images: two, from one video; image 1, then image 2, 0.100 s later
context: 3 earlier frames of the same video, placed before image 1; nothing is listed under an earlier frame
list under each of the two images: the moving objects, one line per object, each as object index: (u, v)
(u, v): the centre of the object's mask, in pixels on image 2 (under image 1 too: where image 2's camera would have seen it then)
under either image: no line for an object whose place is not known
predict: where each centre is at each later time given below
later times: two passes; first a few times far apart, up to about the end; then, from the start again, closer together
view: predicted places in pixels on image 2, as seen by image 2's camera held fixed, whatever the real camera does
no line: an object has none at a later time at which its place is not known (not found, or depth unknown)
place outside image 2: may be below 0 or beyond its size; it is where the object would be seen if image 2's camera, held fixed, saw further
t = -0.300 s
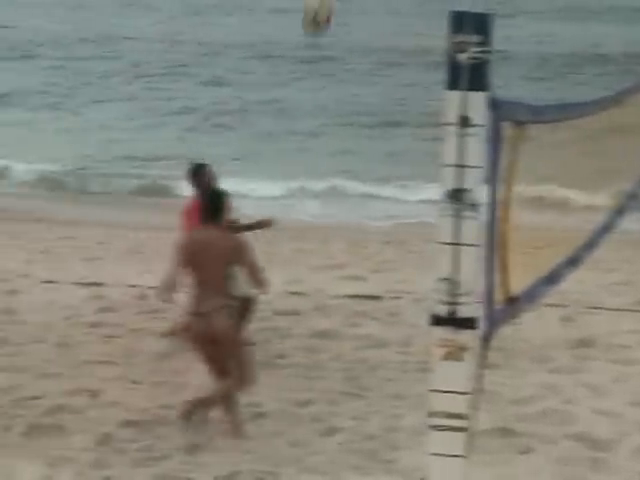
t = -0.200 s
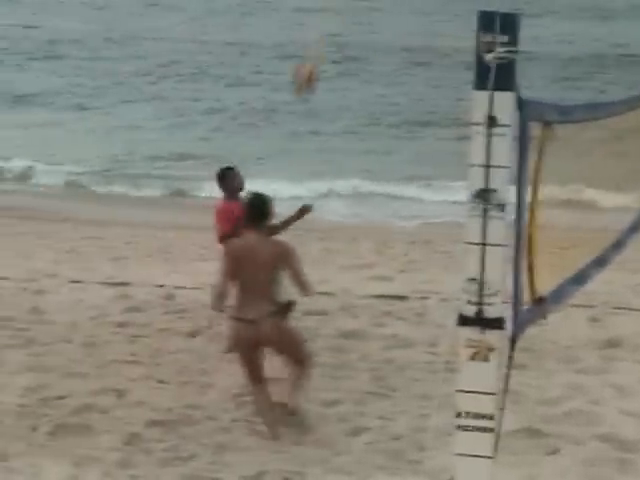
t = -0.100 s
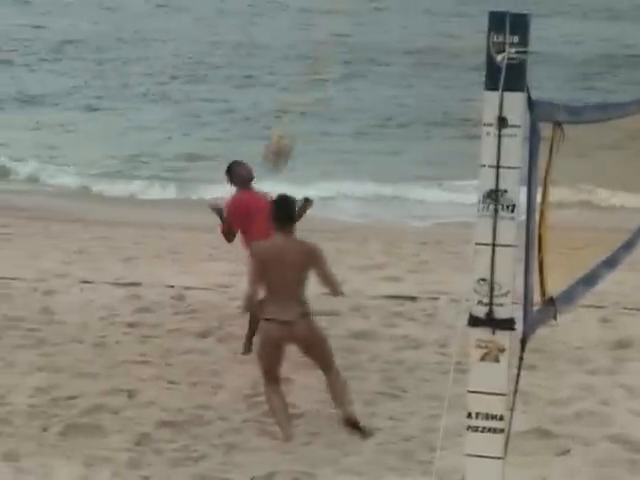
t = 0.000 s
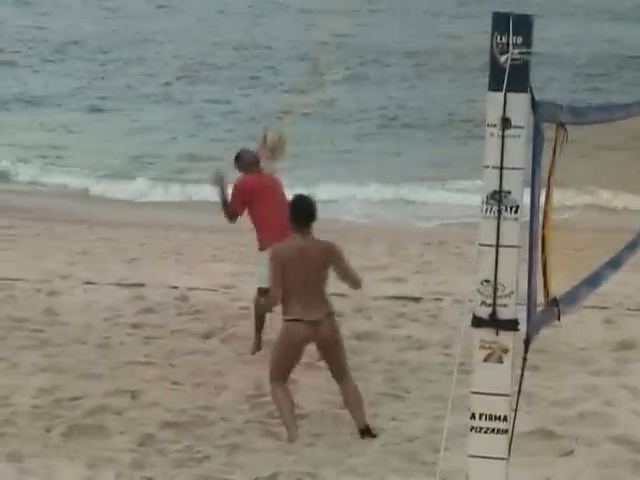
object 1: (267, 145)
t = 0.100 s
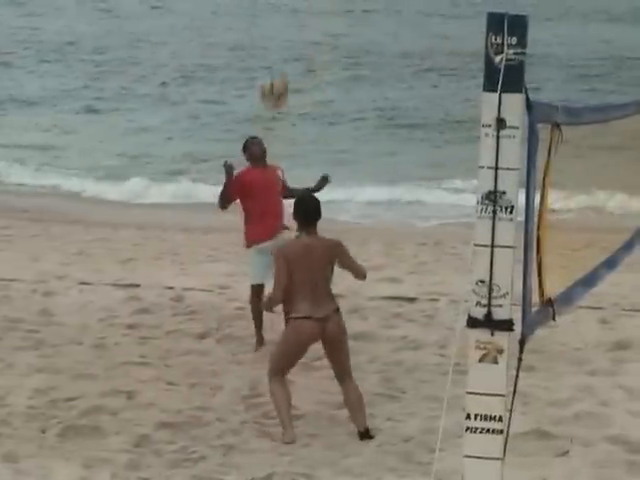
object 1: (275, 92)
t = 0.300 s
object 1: (289, 21)
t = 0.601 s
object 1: (310, 12)
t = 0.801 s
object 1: (321, 80)
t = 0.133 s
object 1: (277, 76)
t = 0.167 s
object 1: (278, 64)
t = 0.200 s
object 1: (283, 49)
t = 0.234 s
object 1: (284, 37)
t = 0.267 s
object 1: (286, 28)
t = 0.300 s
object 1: (289, 21)
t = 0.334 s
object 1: (292, 13)
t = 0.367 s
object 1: (294, 9)
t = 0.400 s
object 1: (297, 7)
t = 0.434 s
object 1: (298, 6)
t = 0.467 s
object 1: (301, 6)
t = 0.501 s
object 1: (303, 7)
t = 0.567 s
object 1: (307, 9)
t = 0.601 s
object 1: (310, 12)
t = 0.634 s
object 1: (311, 15)
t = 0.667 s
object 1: (313, 25)
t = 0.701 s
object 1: (316, 34)
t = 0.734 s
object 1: (316, 48)
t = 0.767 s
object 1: (320, 60)
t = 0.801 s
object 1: (321, 80)
